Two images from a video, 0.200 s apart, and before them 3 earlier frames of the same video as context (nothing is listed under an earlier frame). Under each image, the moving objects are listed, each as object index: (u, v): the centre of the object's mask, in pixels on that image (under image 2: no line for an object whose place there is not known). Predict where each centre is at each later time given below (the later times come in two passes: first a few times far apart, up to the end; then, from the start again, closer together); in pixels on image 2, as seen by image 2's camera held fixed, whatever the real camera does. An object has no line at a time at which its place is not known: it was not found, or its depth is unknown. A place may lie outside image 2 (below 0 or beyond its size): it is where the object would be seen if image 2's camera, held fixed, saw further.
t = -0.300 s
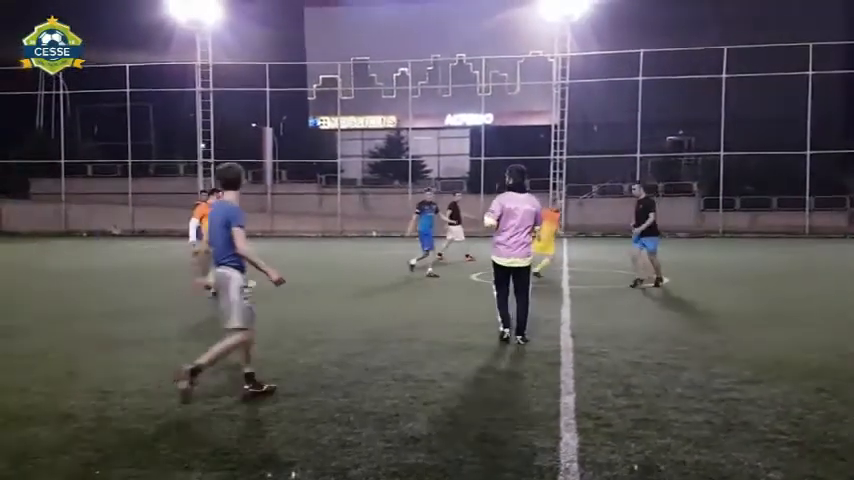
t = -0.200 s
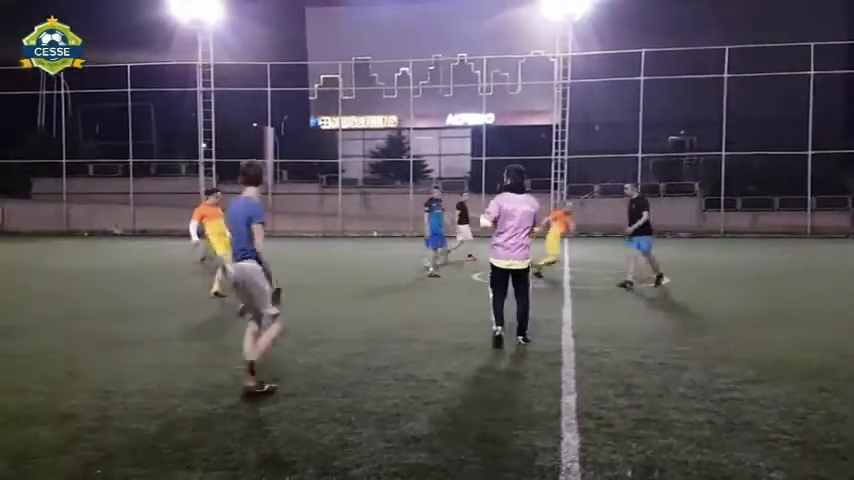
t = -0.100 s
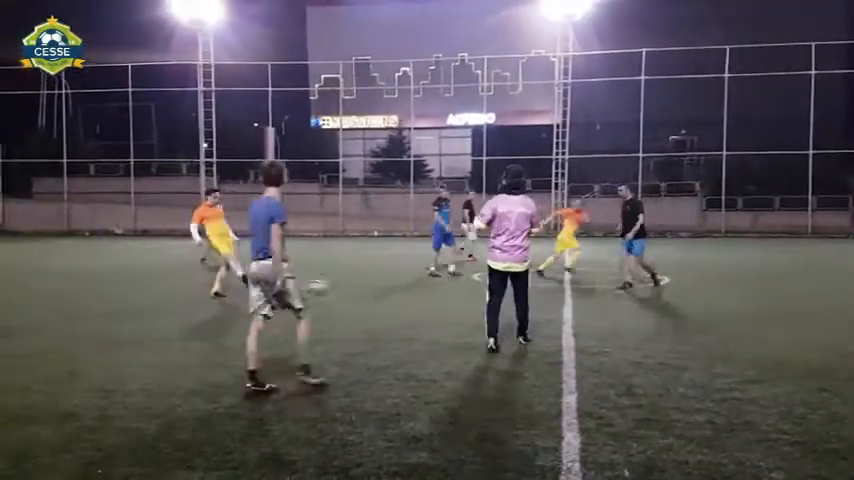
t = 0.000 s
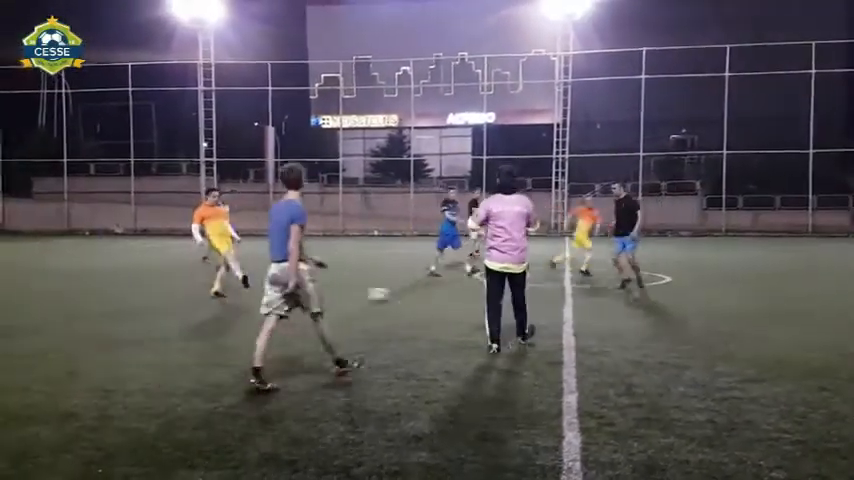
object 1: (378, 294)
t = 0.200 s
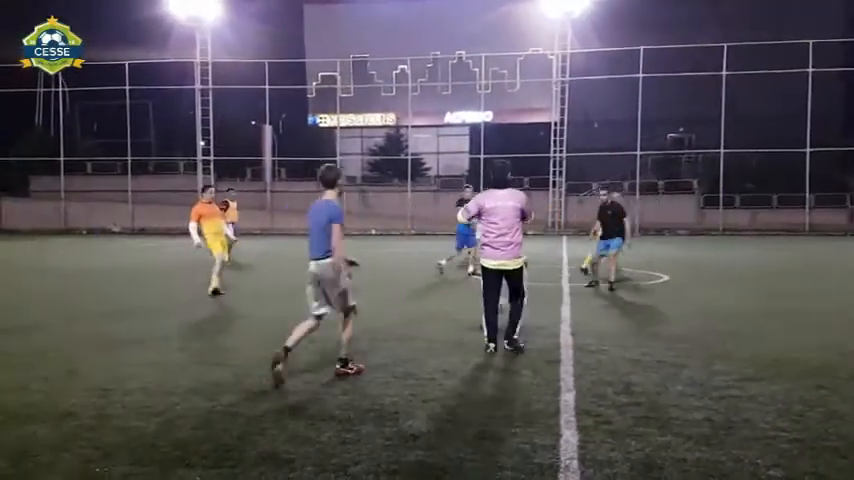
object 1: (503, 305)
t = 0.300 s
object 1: (560, 311)
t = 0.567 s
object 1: (745, 334)
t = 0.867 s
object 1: (967, 358)
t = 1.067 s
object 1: (1154, 379)
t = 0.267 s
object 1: (539, 307)
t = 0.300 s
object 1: (560, 311)
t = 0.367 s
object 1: (608, 322)
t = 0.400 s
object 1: (632, 327)
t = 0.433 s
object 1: (653, 326)
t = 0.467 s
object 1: (674, 324)
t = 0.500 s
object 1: (696, 327)
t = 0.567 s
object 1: (745, 334)
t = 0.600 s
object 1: (769, 340)
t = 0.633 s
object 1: (793, 342)
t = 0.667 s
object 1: (816, 342)
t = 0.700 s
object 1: (840, 344)
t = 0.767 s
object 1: (889, 350)
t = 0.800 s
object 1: (916, 357)
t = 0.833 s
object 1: (941, 358)
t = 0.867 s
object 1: (967, 358)
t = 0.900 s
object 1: (996, 361)
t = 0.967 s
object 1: (1055, 370)
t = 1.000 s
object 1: (1087, 372)
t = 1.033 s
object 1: (1120, 375)
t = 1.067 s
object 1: (1154, 379)
